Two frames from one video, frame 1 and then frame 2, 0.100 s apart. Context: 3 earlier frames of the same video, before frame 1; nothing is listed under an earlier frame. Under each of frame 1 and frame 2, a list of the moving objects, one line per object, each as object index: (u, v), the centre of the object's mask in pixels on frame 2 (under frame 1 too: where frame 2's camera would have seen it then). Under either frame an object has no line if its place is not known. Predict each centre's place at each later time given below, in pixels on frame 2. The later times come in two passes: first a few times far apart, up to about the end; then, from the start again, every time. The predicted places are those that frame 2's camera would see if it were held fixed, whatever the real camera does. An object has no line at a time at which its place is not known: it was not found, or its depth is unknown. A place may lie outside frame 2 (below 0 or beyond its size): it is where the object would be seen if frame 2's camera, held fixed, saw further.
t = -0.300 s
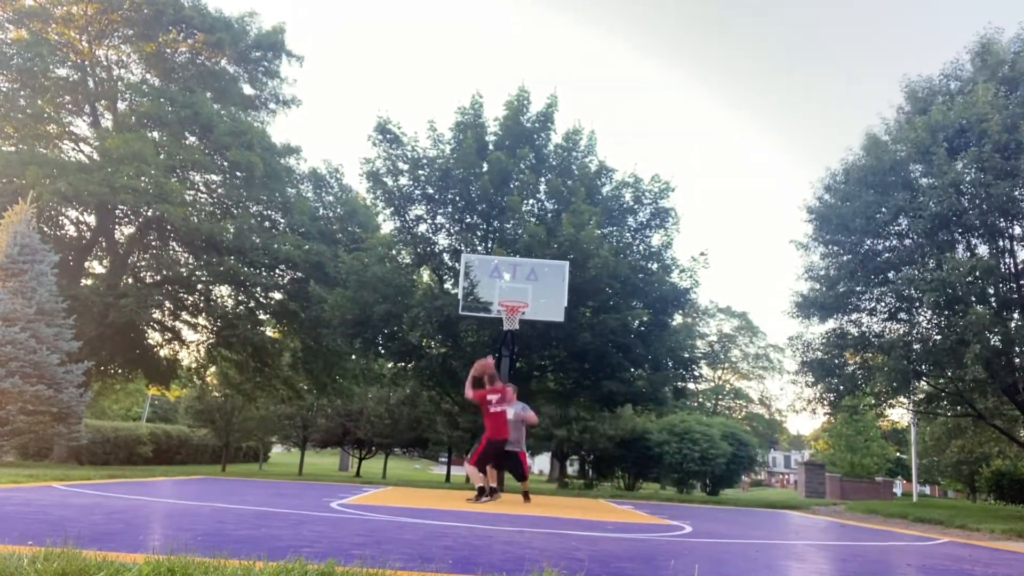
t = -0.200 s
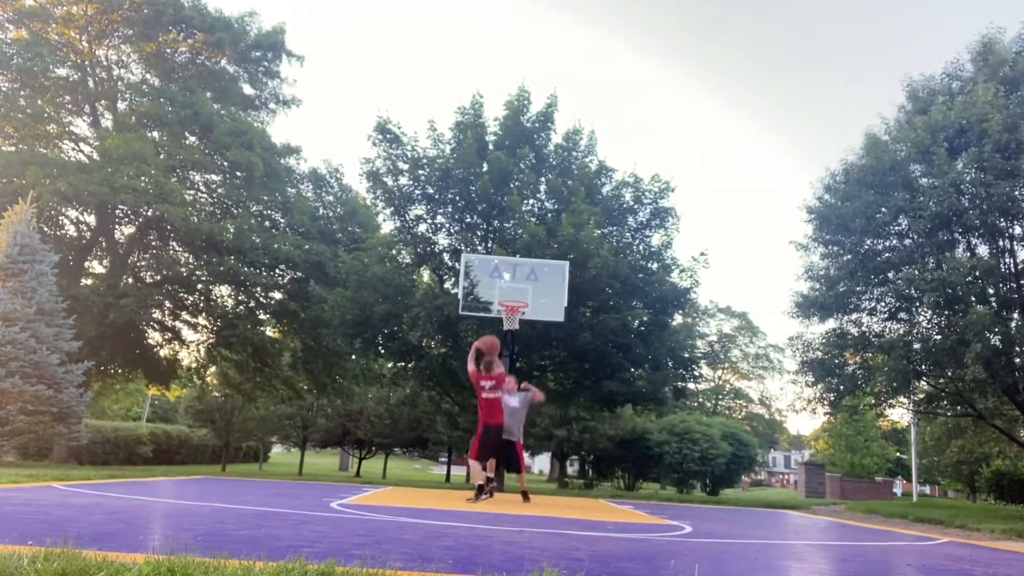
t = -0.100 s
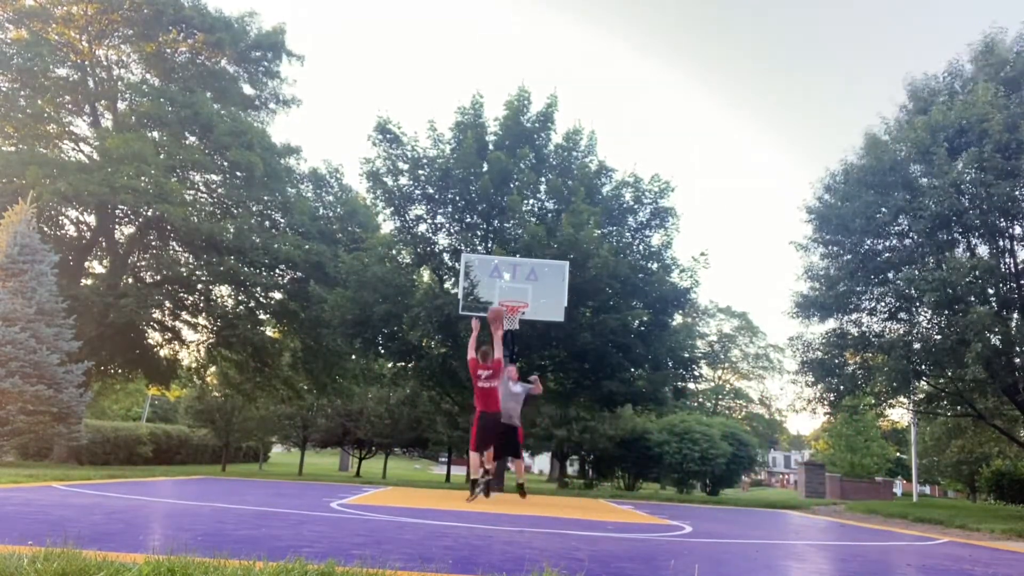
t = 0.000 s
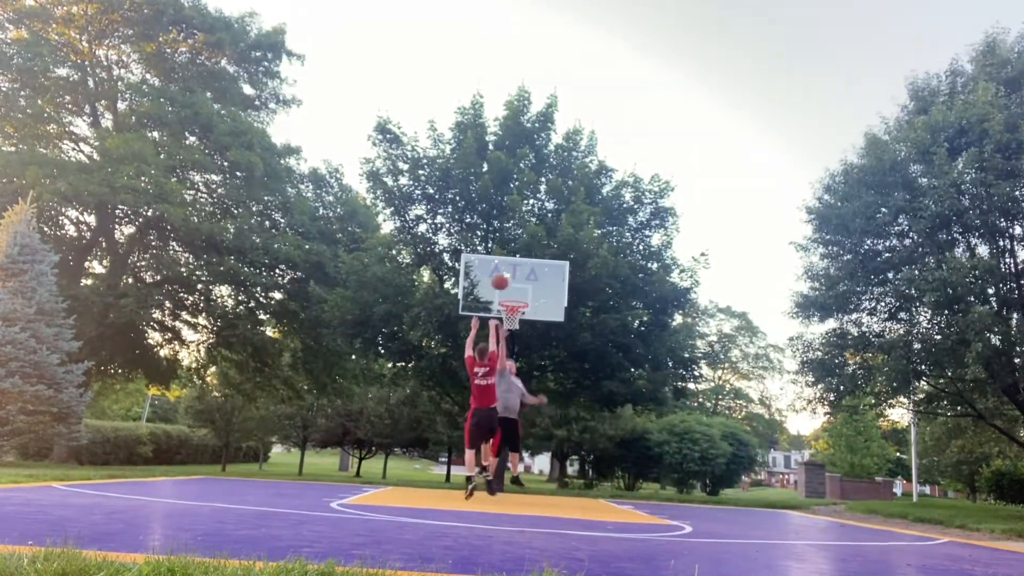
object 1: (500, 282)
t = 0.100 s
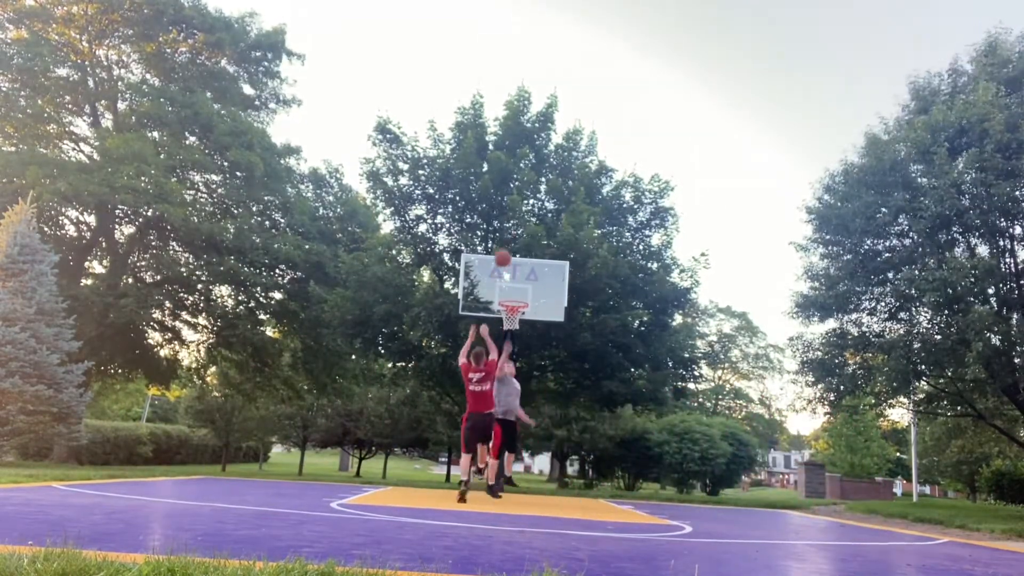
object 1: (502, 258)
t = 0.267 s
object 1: (505, 238)
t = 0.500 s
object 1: (506, 240)
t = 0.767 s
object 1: (505, 279)
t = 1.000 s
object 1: (517, 300)
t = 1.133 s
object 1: (506, 296)
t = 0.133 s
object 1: (503, 252)
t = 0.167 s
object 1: (503, 248)
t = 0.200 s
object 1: (503, 245)
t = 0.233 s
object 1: (505, 239)
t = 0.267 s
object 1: (505, 238)
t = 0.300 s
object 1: (505, 237)
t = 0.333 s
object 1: (505, 237)
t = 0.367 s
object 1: (505, 237)
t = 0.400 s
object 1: (505, 236)
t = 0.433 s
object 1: (505, 237)
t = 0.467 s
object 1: (506, 238)
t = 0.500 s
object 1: (506, 240)
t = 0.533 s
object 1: (506, 242)
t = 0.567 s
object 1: (506, 245)
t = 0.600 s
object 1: (506, 249)
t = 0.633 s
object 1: (506, 254)
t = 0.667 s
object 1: (505, 258)
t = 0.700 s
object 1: (506, 266)
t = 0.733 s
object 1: (506, 272)
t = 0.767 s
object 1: (505, 279)
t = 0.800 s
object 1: (505, 287)
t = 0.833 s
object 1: (505, 294)
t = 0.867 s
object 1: (507, 299)
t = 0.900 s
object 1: (514, 300)
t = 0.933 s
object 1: (518, 302)
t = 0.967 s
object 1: (518, 301)
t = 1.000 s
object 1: (517, 300)
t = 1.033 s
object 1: (514, 299)
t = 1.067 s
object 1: (511, 296)
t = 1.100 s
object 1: (509, 296)
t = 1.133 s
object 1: (506, 296)
